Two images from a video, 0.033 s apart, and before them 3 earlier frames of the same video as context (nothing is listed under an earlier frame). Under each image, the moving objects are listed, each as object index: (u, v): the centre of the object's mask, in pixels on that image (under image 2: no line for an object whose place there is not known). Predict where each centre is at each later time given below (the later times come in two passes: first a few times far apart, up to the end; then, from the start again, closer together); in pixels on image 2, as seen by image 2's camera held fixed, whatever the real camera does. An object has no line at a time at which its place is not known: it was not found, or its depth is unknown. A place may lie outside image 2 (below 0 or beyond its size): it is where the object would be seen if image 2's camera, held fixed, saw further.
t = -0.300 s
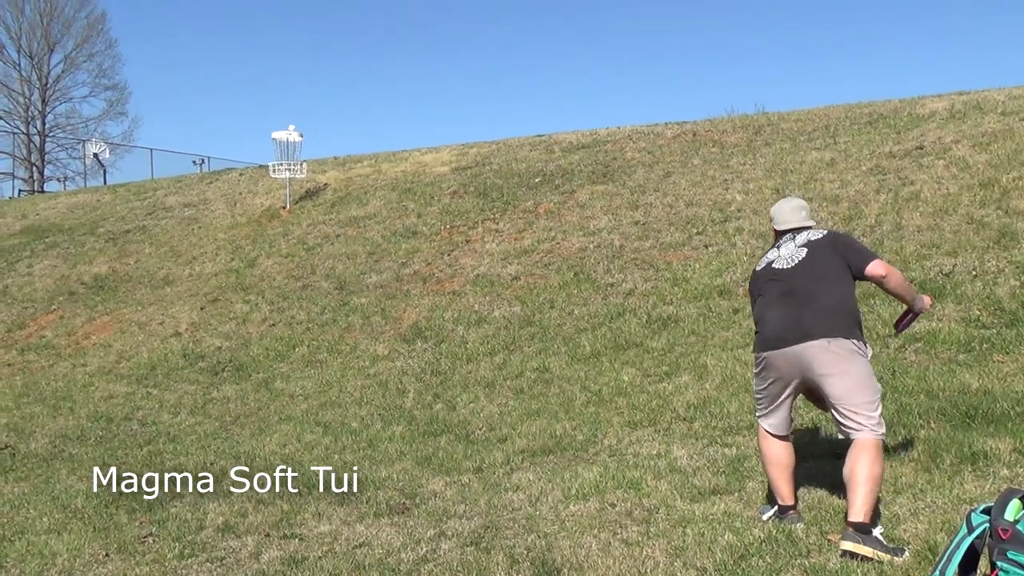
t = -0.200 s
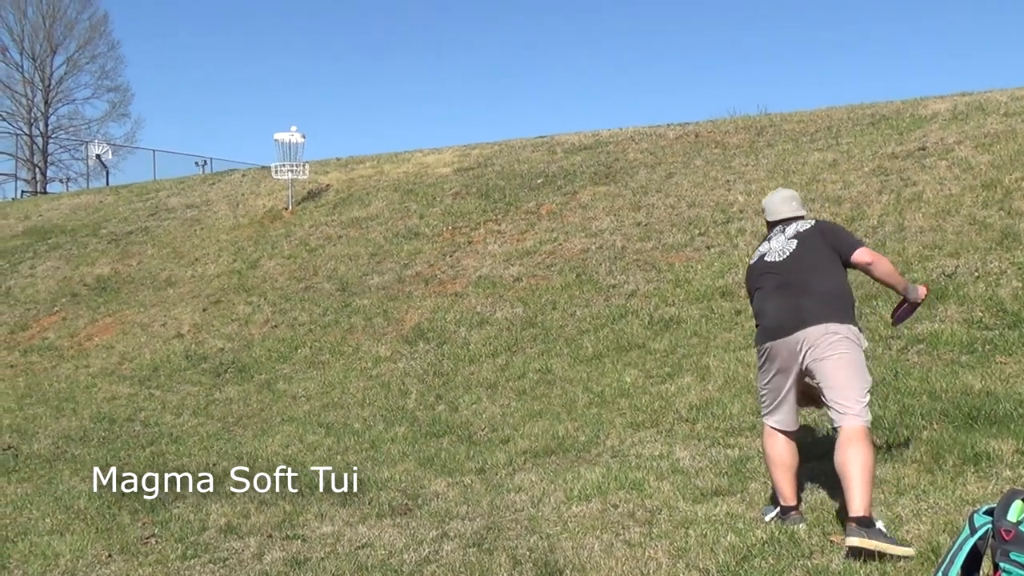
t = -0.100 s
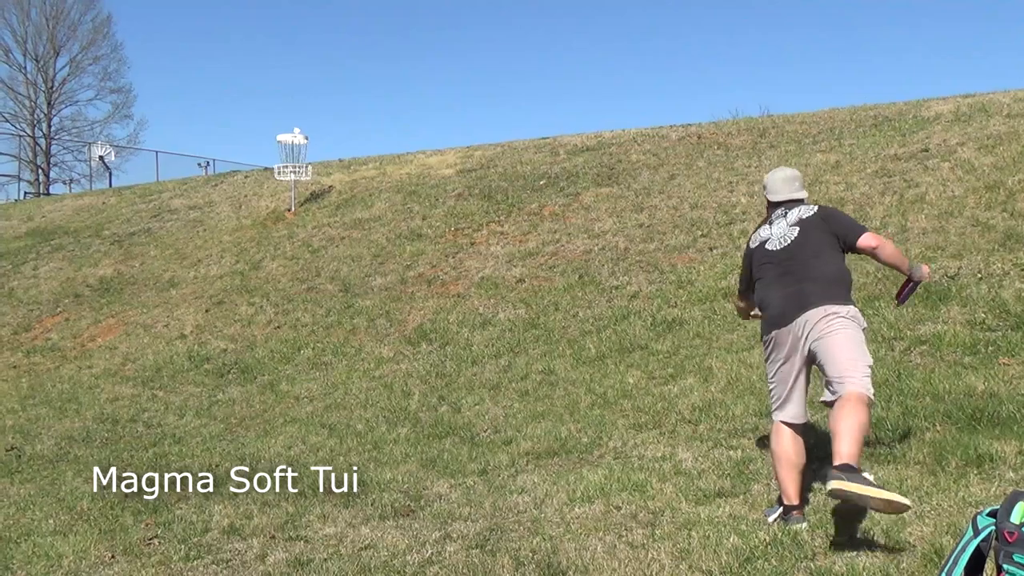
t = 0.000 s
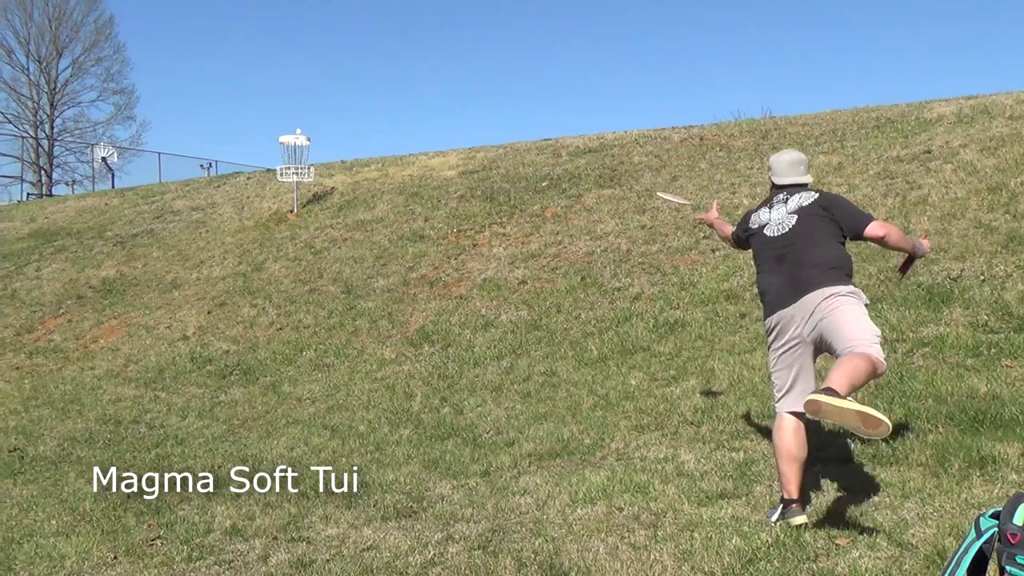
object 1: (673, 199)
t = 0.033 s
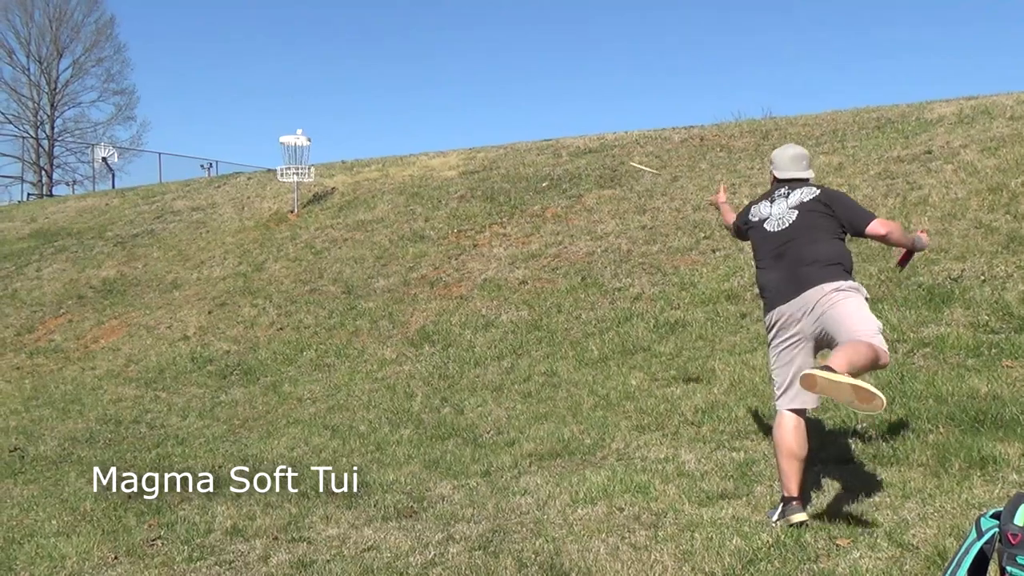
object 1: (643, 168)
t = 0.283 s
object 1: (484, 57)
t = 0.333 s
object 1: (461, 49)
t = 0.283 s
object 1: (484, 57)
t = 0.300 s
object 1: (476, 53)
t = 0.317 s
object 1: (468, 51)
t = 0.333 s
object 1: (461, 49)
